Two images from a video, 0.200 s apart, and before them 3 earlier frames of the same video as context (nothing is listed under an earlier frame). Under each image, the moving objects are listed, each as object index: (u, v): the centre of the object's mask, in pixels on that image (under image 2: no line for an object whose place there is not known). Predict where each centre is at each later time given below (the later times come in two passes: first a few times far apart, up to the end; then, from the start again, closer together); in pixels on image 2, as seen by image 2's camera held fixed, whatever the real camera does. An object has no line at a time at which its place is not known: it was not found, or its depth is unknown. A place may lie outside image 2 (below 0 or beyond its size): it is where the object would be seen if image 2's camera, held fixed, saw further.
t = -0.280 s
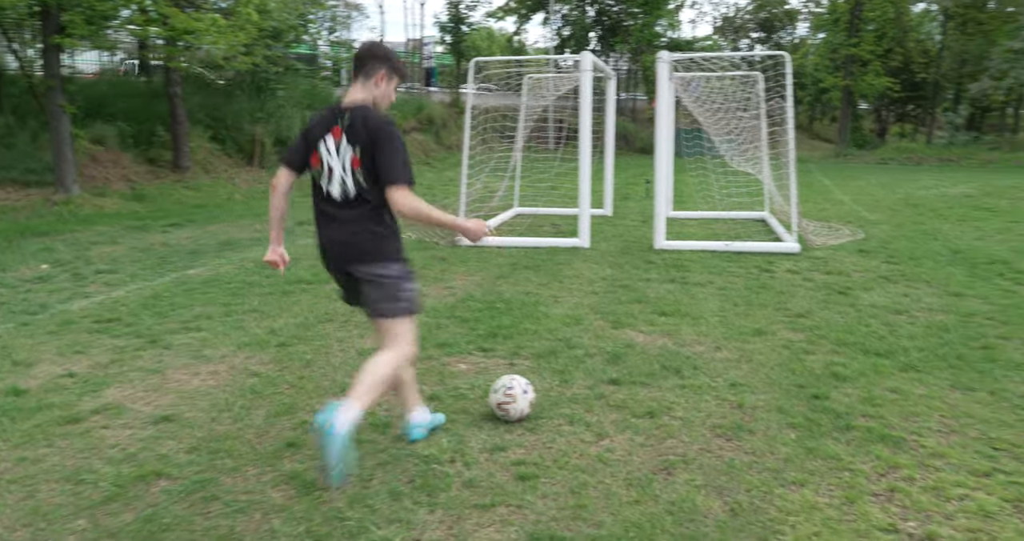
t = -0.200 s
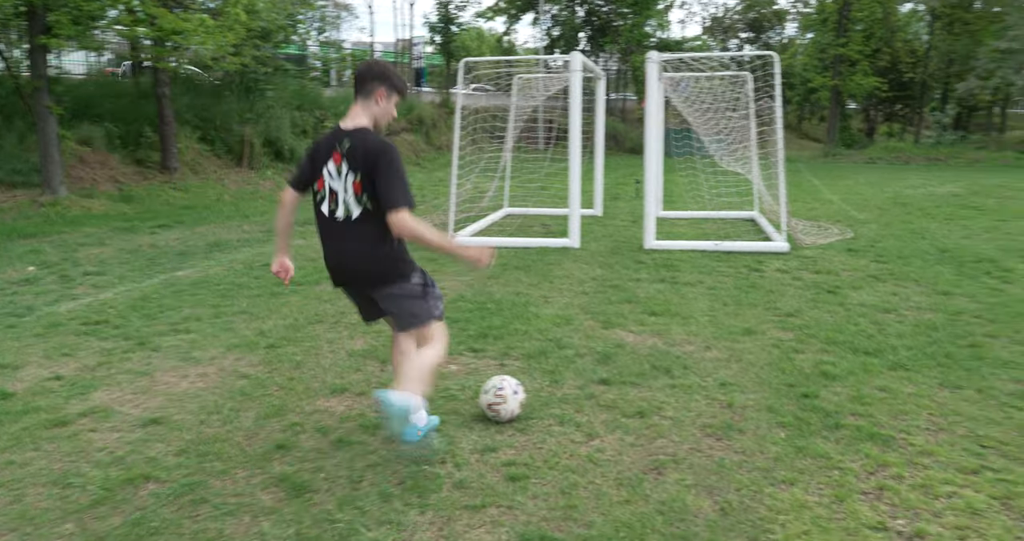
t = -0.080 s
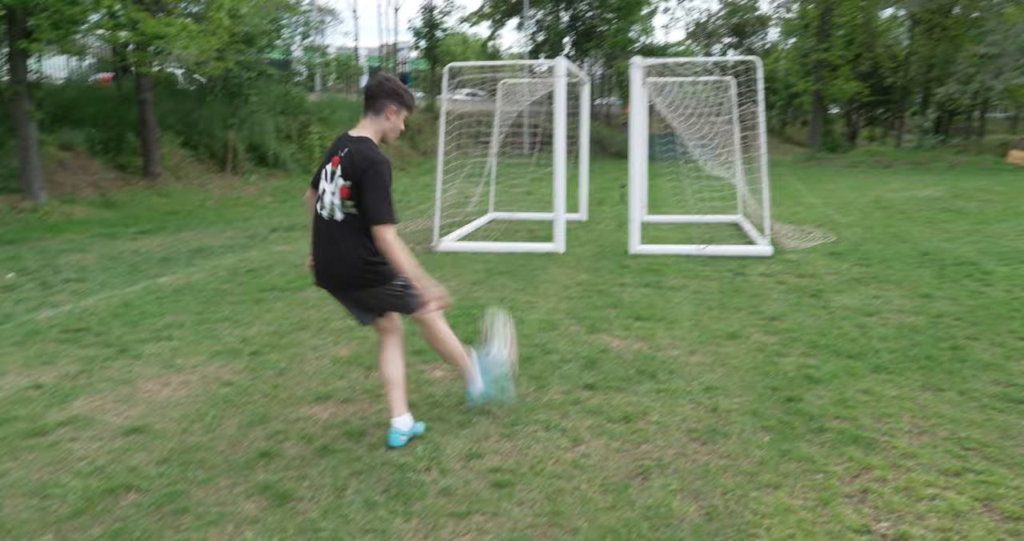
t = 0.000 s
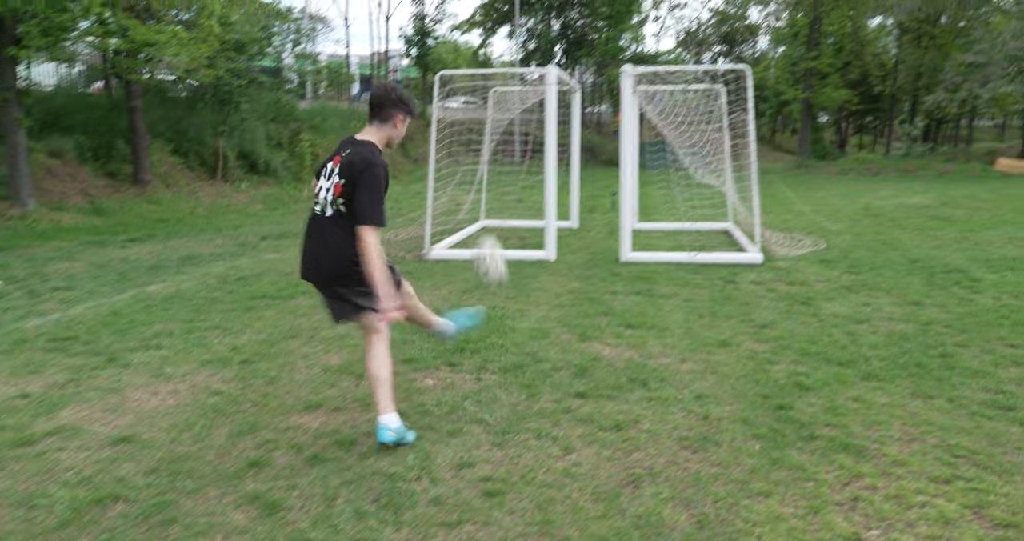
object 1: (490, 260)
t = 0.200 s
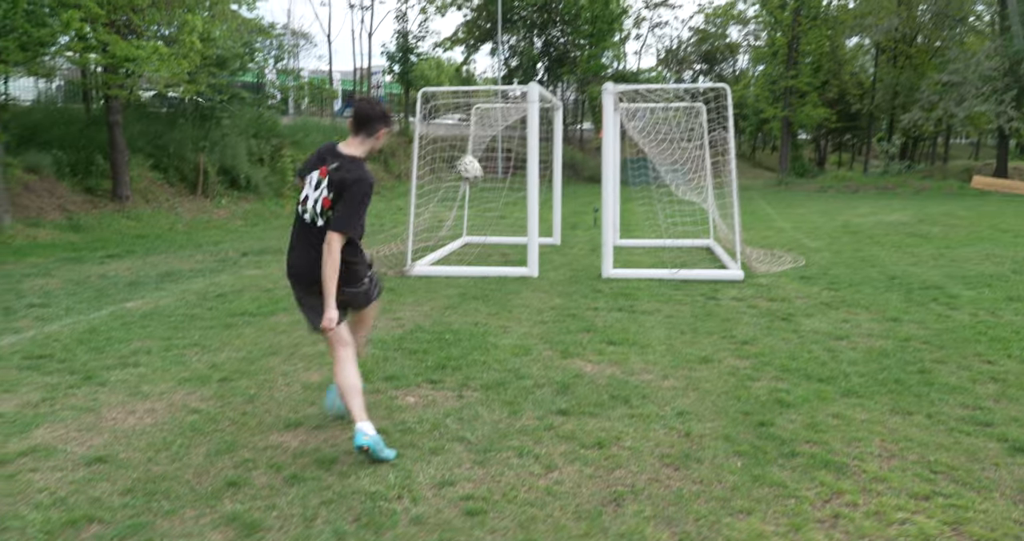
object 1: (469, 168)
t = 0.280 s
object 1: (467, 152)
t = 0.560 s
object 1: (457, 149)
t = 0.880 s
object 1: (432, 240)
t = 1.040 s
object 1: (434, 249)
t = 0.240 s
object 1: (468, 160)
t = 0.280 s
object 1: (467, 152)
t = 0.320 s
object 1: (467, 148)
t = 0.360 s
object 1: (464, 143)
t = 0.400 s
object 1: (463, 141)
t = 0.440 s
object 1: (463, 139)
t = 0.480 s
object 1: (462, 140)
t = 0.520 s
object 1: (460, 142)
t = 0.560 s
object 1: (457, 149)
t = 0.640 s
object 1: (450, 163)
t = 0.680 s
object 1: (450, 173)
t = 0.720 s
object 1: (443, 184)
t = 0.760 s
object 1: (441, 195)
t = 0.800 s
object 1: (437, 210)
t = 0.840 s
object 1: (435, 223)
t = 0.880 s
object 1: (432, 240)
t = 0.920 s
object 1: (428, 254)
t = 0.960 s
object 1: (430, 255)
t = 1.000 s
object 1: (433, 252)
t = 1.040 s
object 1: (434, 249)
